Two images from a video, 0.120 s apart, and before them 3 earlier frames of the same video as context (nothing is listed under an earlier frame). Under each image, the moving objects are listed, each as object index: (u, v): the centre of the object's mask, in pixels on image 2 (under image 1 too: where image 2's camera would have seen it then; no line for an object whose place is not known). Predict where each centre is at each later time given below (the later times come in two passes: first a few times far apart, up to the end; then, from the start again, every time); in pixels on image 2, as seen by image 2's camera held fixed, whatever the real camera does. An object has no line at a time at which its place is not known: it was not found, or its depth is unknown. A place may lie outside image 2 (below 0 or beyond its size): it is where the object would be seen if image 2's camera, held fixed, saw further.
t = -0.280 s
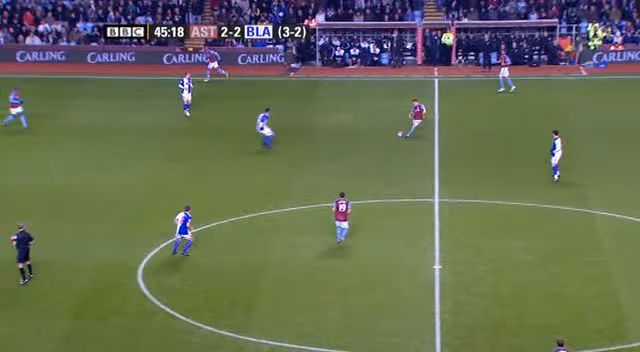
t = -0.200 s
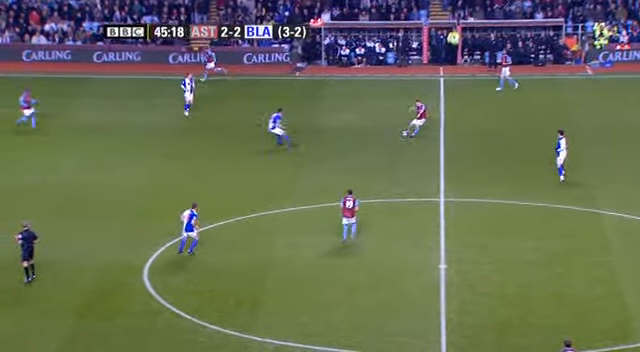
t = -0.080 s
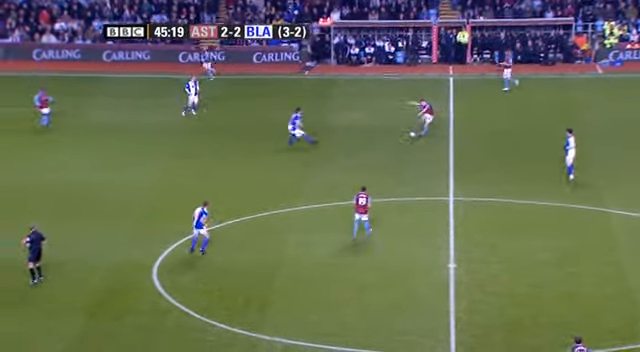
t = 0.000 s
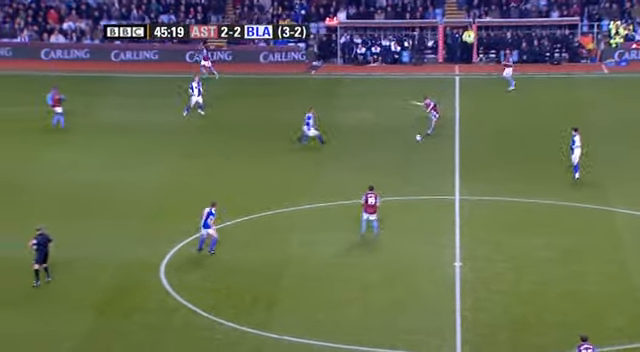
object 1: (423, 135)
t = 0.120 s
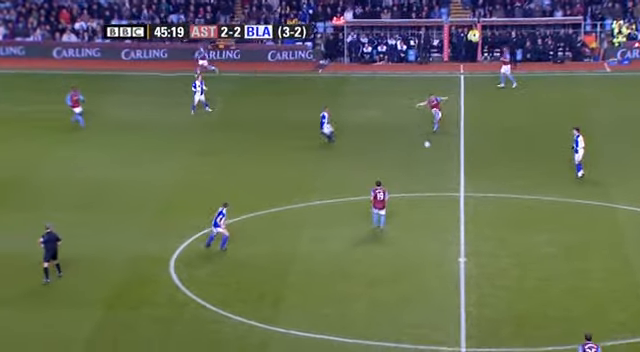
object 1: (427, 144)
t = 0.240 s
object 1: (432, 158)
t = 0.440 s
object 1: (446, 193)
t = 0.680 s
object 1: (470, 233)
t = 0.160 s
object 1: (428, 149)
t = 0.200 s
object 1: (429, 153)
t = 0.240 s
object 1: (432, 158)
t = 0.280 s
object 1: (434, 163)
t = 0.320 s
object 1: (437, 170)
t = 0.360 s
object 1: (439, 178)
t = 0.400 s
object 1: (442, 185)
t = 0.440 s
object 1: (446, 193)
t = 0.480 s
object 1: (449, 202)
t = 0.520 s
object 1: (453, 212)
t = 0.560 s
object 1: (456, 222)
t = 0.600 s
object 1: (461, 231)
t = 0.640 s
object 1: (466, 232)
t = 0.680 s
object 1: (470, 233)
